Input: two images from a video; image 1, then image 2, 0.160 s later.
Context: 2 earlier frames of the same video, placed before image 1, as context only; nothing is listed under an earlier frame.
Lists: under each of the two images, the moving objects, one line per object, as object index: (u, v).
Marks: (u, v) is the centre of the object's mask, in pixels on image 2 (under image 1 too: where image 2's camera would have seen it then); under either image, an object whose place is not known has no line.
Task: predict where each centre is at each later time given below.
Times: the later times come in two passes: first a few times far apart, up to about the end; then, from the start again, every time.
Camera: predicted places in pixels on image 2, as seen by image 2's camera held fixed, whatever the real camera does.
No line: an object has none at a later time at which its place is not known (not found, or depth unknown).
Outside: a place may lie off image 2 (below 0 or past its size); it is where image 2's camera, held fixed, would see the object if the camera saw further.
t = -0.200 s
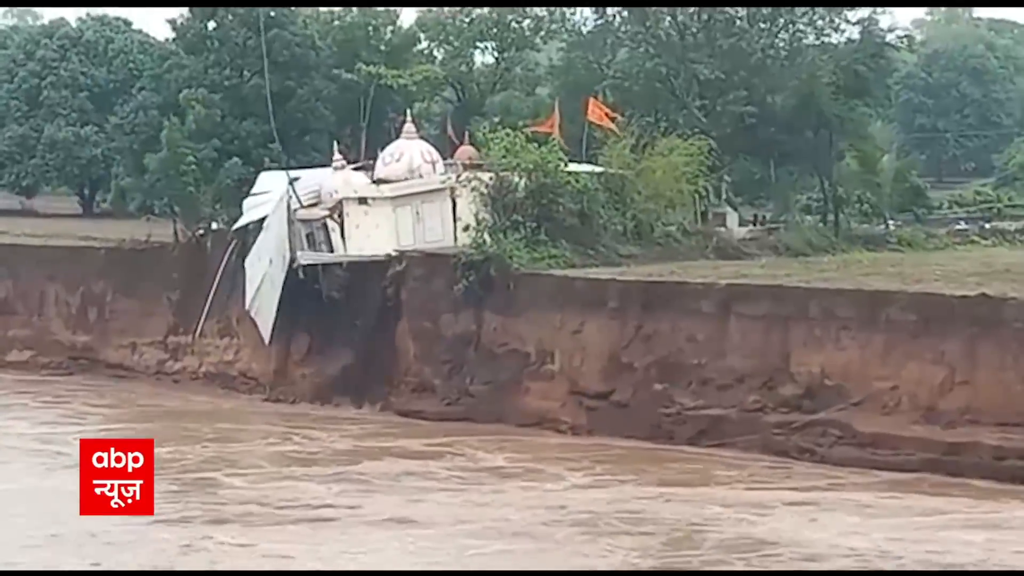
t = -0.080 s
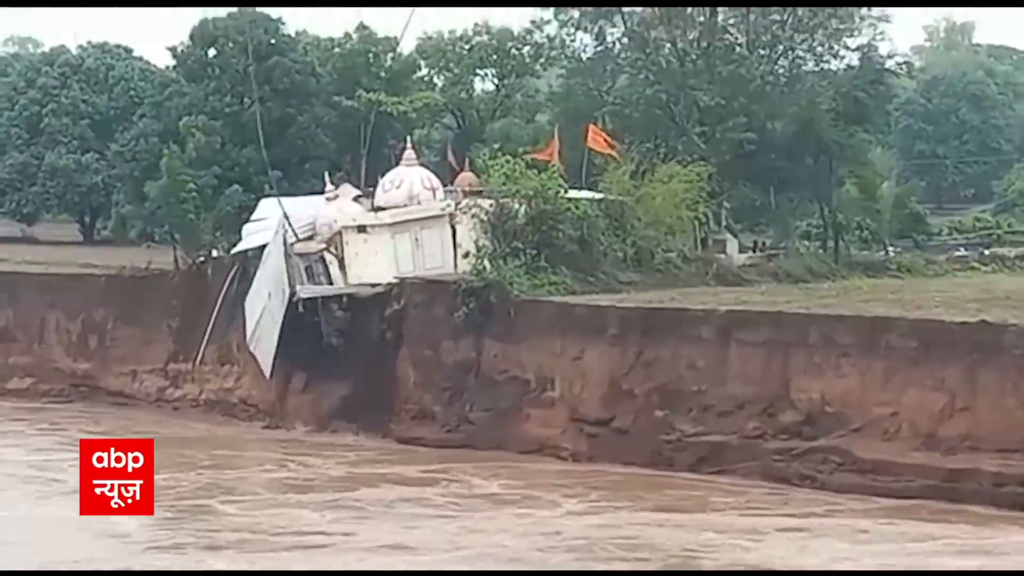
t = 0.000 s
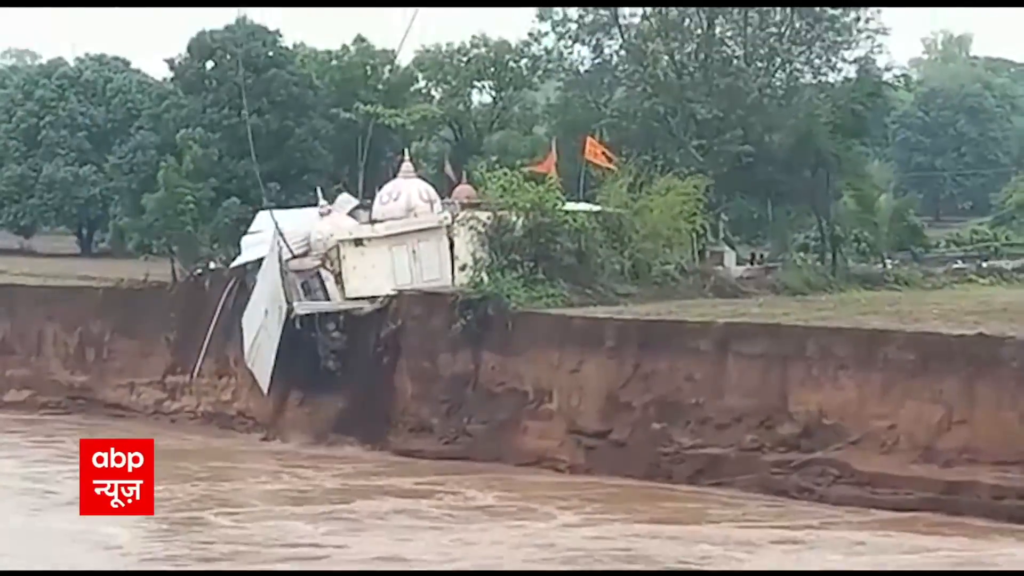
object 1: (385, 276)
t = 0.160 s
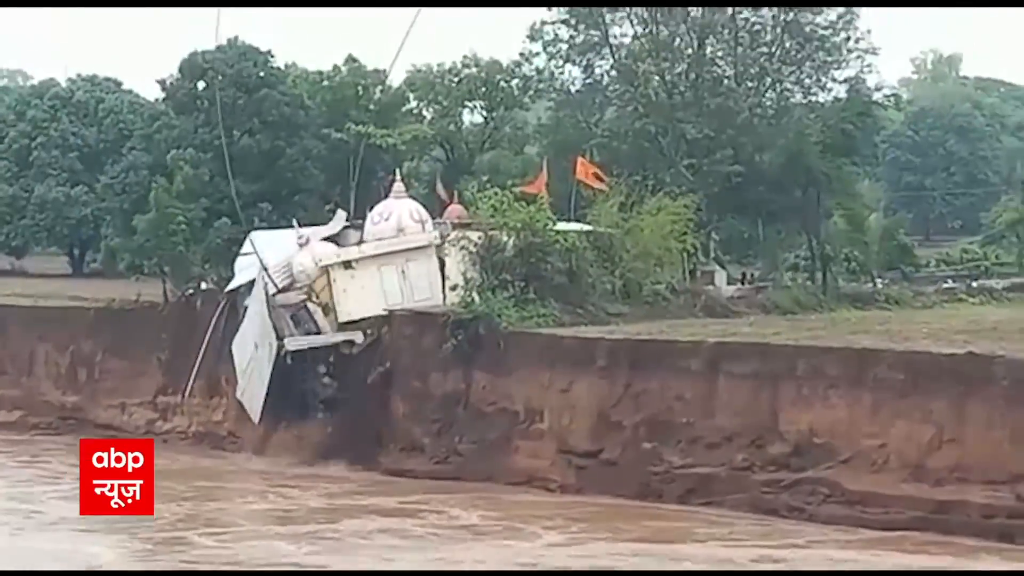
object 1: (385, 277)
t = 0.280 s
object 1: (384, 278)
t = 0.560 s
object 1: (376, 280)
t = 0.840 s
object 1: (366, 289)
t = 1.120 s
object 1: (353, 309)
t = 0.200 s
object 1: (385, 277)
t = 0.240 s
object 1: (384, 278)
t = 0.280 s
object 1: (384, 278)
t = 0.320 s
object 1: (382, 278)
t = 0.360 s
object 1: (381, 278)
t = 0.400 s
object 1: (379, 278)
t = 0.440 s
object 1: (379, 278)
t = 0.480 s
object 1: (380, 278)
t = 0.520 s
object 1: (377, 280)
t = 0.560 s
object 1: (376, 280)
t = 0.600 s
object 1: (375, 281)
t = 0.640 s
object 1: (374, 282)
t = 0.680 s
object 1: (373, 283)
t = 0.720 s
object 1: (370, 285)
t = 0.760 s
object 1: (369, 286)
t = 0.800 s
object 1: (368, 288)
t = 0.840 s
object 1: (366, 289)
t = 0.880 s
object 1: (365, 291)
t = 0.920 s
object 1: (363, 294)
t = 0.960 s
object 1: (361, 297)
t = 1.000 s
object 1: (359, 299)
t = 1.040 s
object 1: (357, 301)
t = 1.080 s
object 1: (356, 304)
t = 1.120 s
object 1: (353, 309)
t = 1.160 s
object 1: (352, 311)
